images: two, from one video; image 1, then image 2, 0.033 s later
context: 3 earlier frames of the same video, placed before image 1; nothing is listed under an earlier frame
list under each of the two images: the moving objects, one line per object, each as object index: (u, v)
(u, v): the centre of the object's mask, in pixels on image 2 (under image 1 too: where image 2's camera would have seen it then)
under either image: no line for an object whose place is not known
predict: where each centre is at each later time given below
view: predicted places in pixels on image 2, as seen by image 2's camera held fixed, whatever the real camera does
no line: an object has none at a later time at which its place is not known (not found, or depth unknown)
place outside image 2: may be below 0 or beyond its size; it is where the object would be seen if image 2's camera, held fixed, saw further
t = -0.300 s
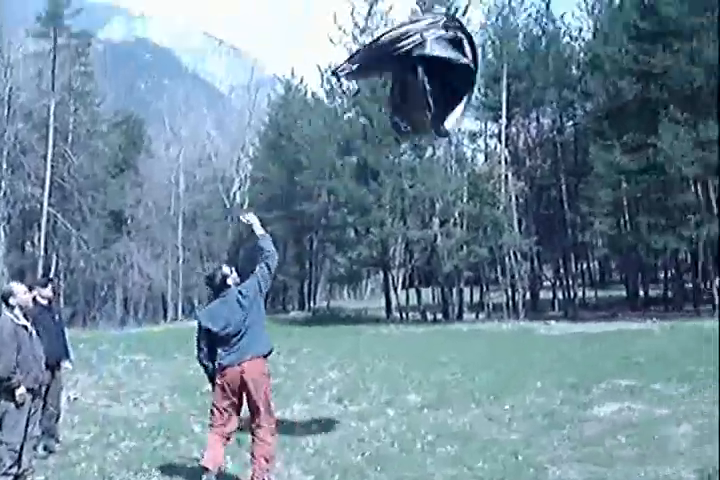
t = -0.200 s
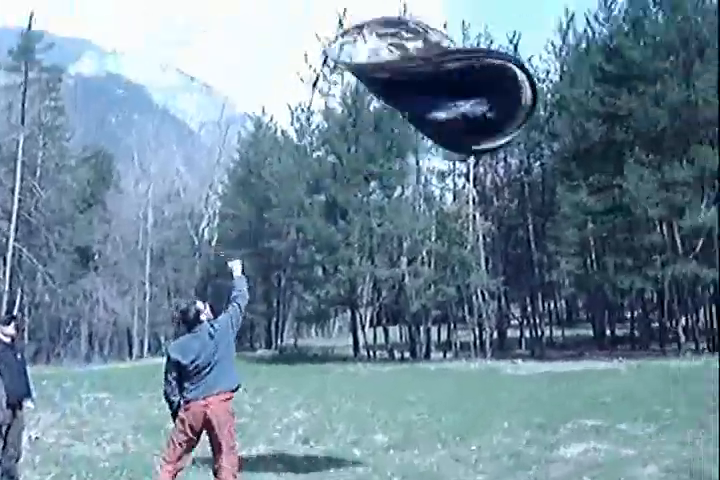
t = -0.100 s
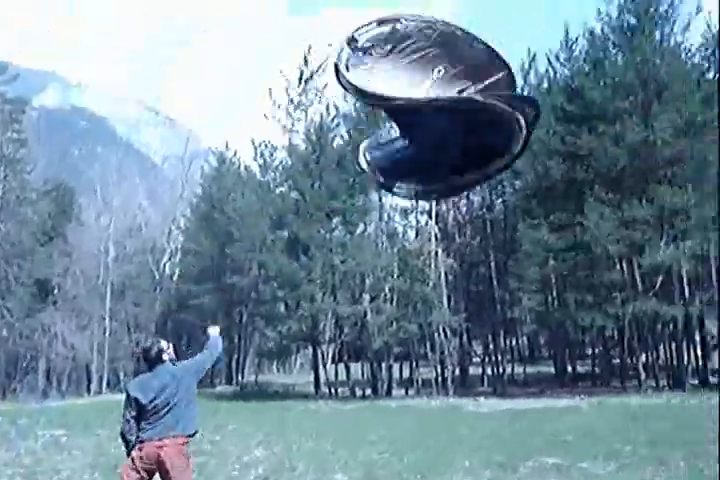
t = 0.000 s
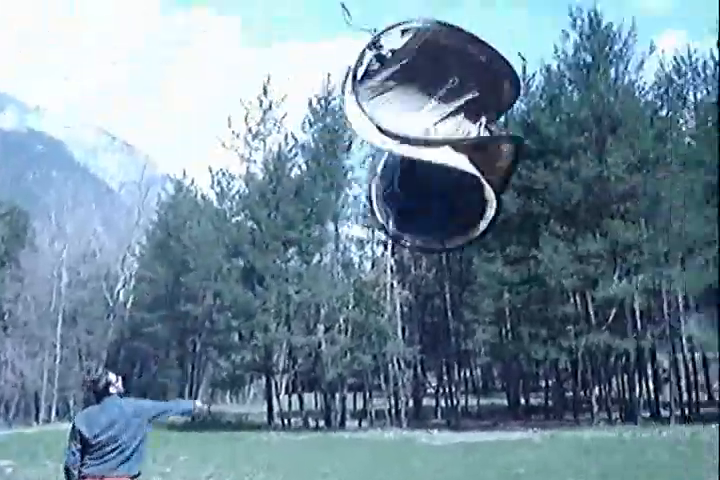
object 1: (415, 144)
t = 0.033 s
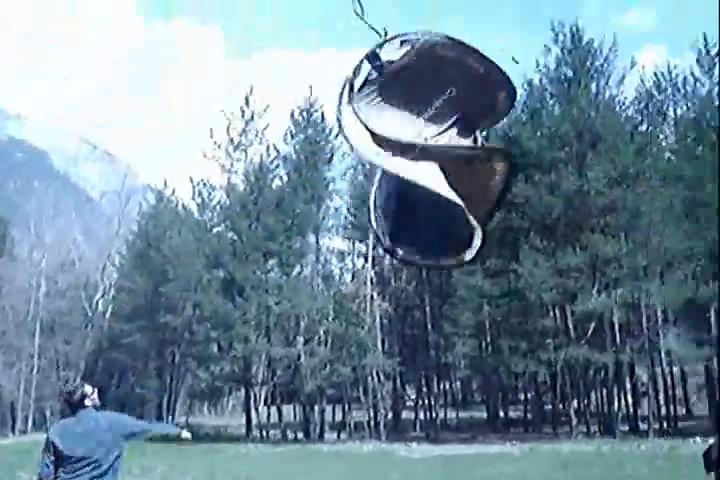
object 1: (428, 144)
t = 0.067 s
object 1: (442, 144)
